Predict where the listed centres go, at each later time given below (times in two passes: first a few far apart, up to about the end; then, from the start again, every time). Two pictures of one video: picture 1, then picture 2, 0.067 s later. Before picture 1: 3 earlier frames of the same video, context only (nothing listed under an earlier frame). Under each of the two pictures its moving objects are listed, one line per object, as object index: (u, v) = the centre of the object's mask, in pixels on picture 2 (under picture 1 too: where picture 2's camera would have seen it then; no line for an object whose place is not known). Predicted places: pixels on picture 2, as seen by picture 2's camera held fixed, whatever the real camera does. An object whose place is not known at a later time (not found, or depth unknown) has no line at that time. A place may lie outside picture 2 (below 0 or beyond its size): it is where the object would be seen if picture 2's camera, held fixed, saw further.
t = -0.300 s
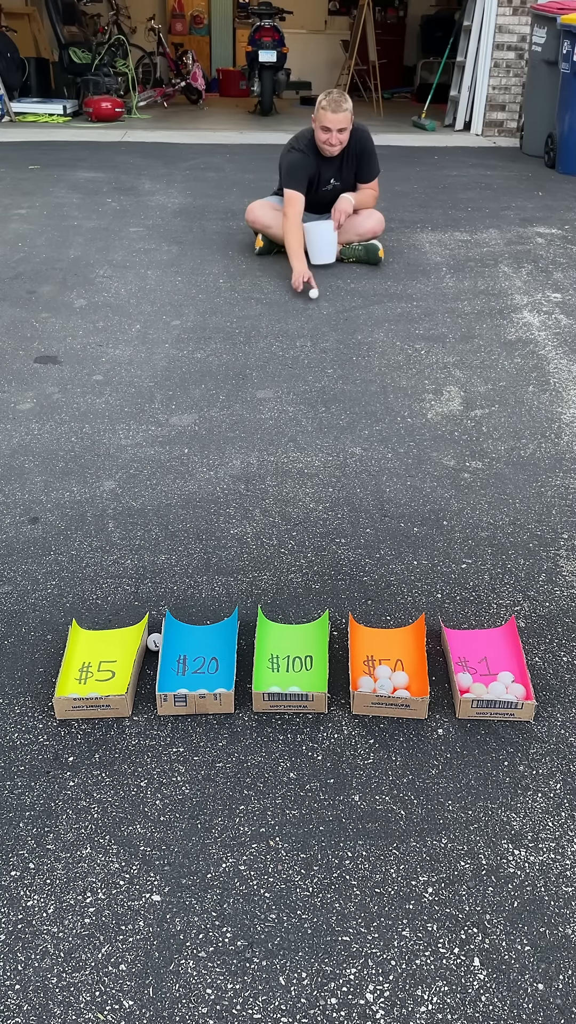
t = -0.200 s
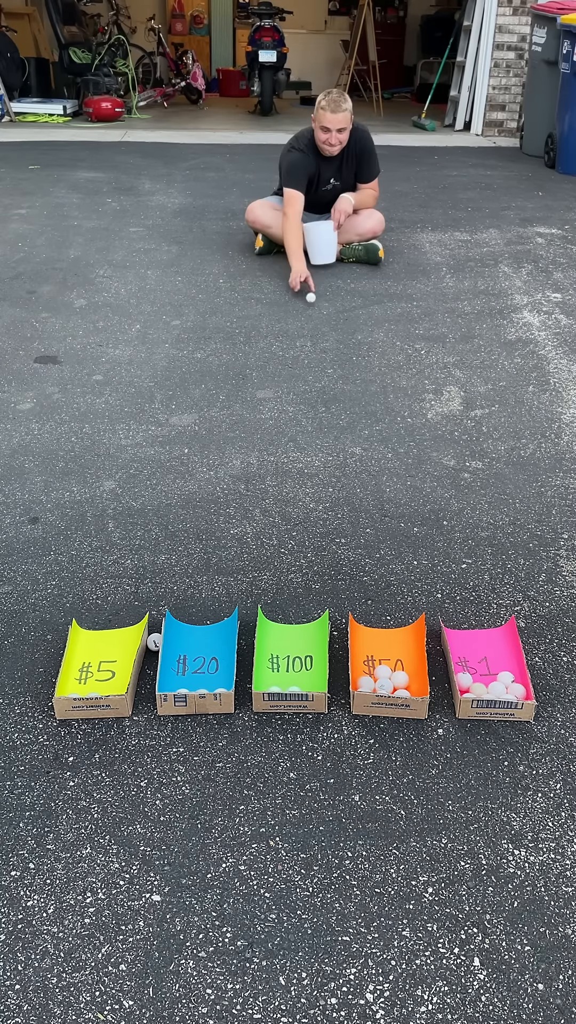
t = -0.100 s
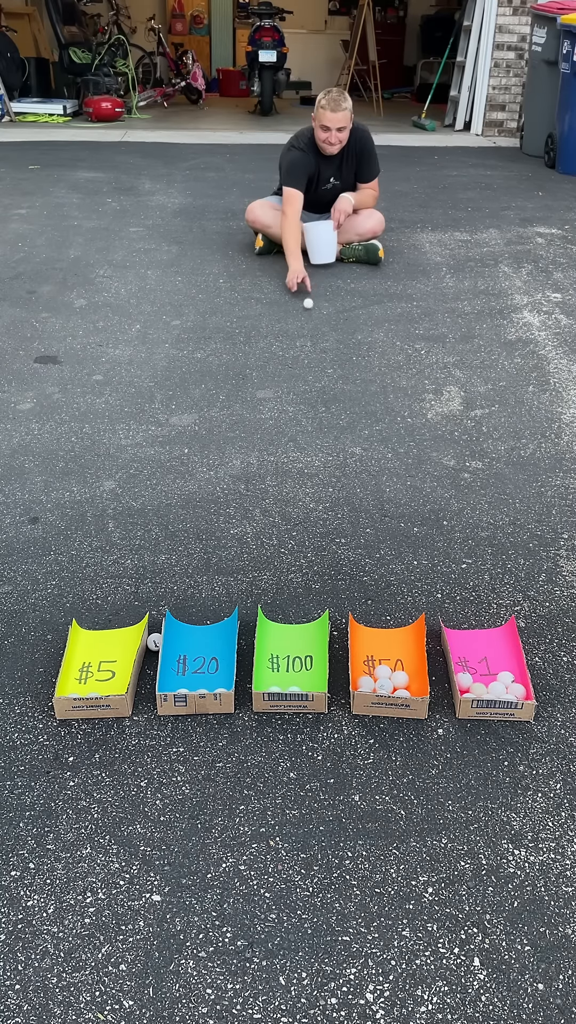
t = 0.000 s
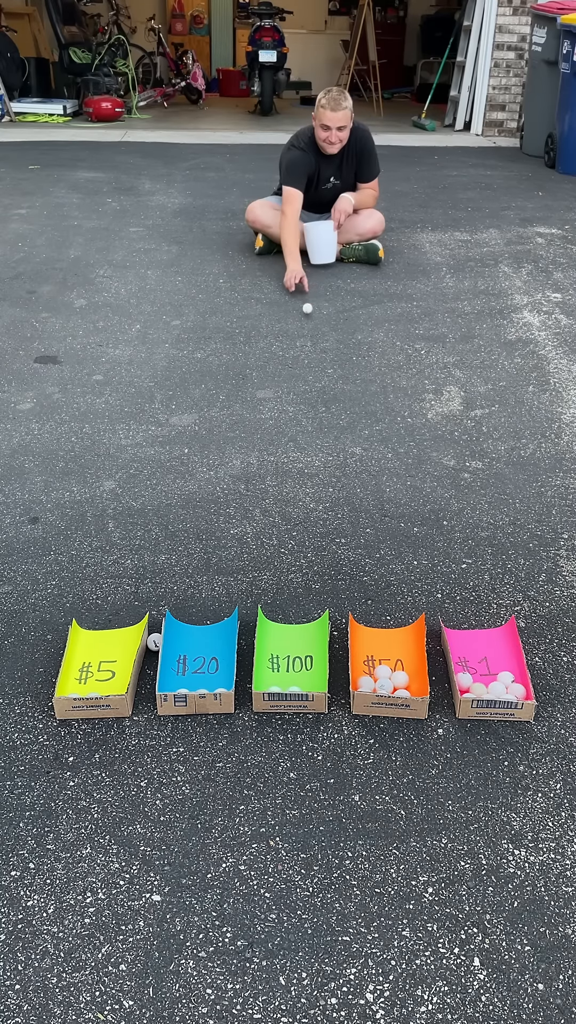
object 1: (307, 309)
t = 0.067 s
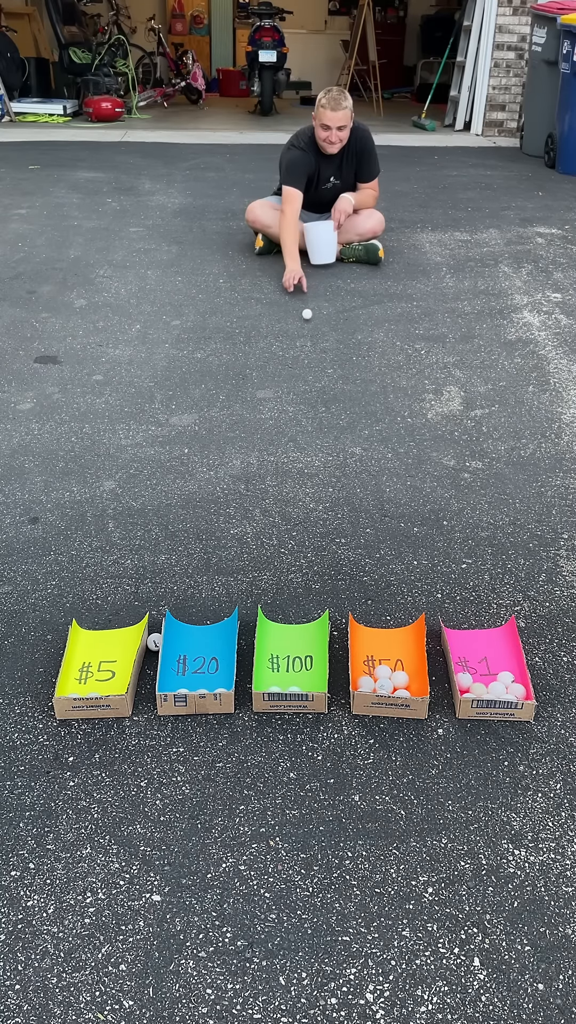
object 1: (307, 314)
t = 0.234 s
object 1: (308, 324)
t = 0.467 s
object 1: (315, 339)
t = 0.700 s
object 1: (318, 358)
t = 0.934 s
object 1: (318, 385)
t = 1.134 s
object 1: (325, 406)
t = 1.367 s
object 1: (332, 438)
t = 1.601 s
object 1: (337, 473)
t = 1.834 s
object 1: (353, 530)
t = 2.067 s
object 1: (376, 597)
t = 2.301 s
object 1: (410, 666)
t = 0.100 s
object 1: (307, 315)
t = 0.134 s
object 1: (307, 318)
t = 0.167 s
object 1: (307, 320)
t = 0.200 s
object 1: (308, 321)
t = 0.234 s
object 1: (308, 324)
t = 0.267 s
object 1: (308, 326)
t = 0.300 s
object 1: (309, 326)
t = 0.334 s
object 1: (310, 329)
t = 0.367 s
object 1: (311, 334)
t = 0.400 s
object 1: (312, 335)
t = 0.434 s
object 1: (313, 336)
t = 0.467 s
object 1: (315, 339)
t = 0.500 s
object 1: (316, 344)
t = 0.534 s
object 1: (316, 347)
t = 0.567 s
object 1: (317, 349)
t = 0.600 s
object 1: (317, 354)
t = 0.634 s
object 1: (318, 355)
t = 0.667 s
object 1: (317, 355)
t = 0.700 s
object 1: (318, 358)
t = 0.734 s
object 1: (317, 363)
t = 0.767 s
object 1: (317, 369)
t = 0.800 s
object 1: (317, 368)
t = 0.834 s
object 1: (317, 370)
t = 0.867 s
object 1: (318, 374)
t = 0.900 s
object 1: (318, 382)
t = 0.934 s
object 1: (318, 385)
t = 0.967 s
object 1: (320, 386)
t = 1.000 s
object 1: (321, 390)
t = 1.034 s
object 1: (323, 397)
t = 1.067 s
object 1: (324, 401)
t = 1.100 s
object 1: (324, 403)
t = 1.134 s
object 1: (325, 406)
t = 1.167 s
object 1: (324, 413)
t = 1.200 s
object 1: (325, 420)
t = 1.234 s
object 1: (327, 421)
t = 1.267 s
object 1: (329, 425)
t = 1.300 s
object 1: (331, 433)
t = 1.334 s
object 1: (332, 440)
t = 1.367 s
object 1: (332, 438)
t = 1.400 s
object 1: (332, 438)
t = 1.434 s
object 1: (332, 441)
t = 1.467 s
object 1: (331, 449)
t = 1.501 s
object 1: (330, 459)
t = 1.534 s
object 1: (331, 466)
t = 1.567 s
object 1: (334, 468)
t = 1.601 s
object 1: (337, 473)
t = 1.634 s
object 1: (340, 480)
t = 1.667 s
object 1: (342, 492)
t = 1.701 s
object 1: (345, 499)
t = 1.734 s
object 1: (347, 503)
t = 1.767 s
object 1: (349, 511)
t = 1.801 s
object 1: (351, 523)
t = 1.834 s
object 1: (353, 530)
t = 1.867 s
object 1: (356, 533)
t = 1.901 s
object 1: (358, 540)
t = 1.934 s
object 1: (360, 551)
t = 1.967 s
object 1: (361, 566)
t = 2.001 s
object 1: (366, 574)
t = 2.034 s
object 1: (371, 583)
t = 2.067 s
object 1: (376, 597)
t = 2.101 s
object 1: (382, 604)
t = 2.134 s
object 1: (388, 613)
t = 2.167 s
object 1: (393, 625)
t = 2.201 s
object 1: (398, 639)
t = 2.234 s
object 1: (402, 650)
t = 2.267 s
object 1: (405, 661)
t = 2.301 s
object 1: (410, 666)
